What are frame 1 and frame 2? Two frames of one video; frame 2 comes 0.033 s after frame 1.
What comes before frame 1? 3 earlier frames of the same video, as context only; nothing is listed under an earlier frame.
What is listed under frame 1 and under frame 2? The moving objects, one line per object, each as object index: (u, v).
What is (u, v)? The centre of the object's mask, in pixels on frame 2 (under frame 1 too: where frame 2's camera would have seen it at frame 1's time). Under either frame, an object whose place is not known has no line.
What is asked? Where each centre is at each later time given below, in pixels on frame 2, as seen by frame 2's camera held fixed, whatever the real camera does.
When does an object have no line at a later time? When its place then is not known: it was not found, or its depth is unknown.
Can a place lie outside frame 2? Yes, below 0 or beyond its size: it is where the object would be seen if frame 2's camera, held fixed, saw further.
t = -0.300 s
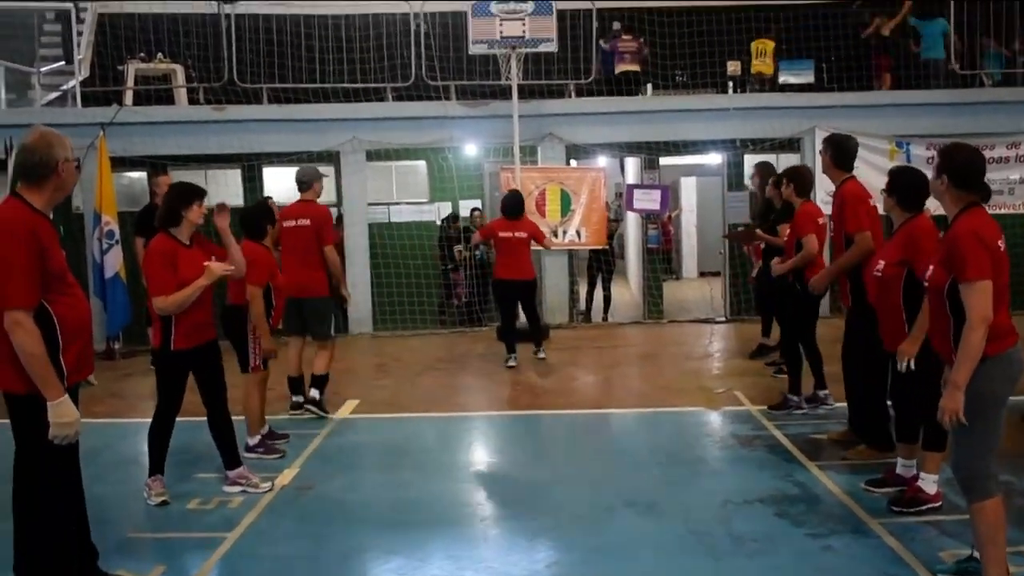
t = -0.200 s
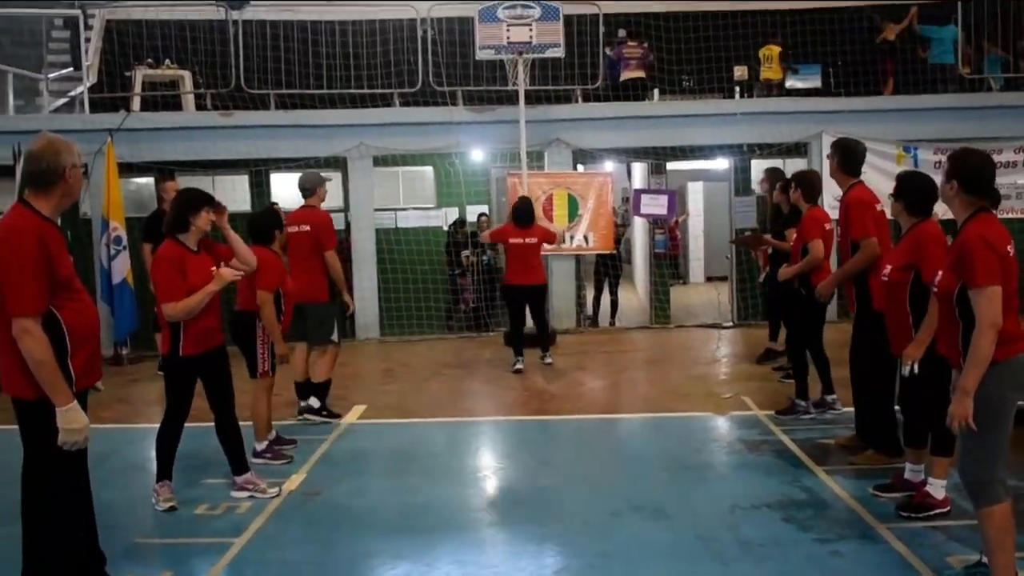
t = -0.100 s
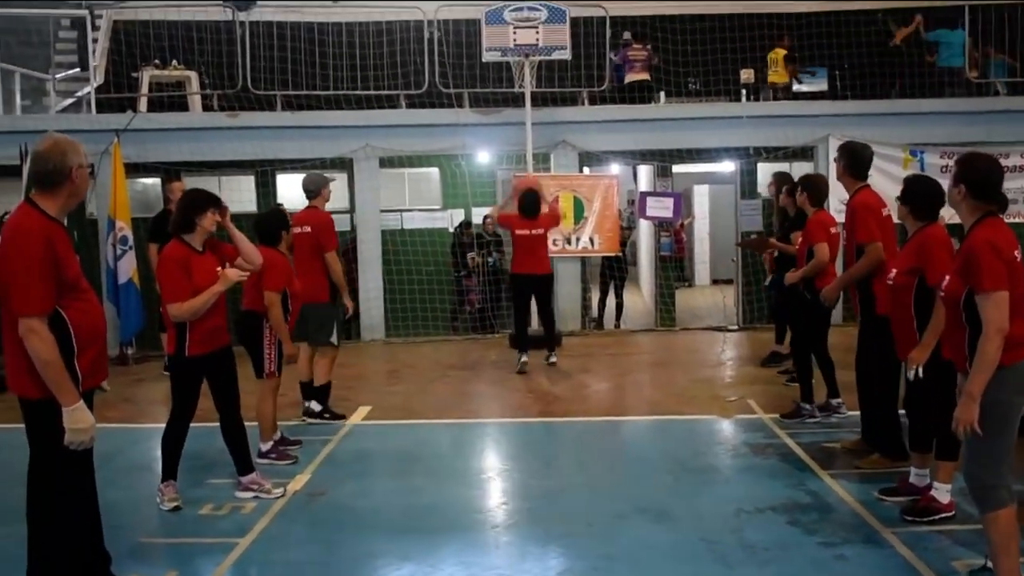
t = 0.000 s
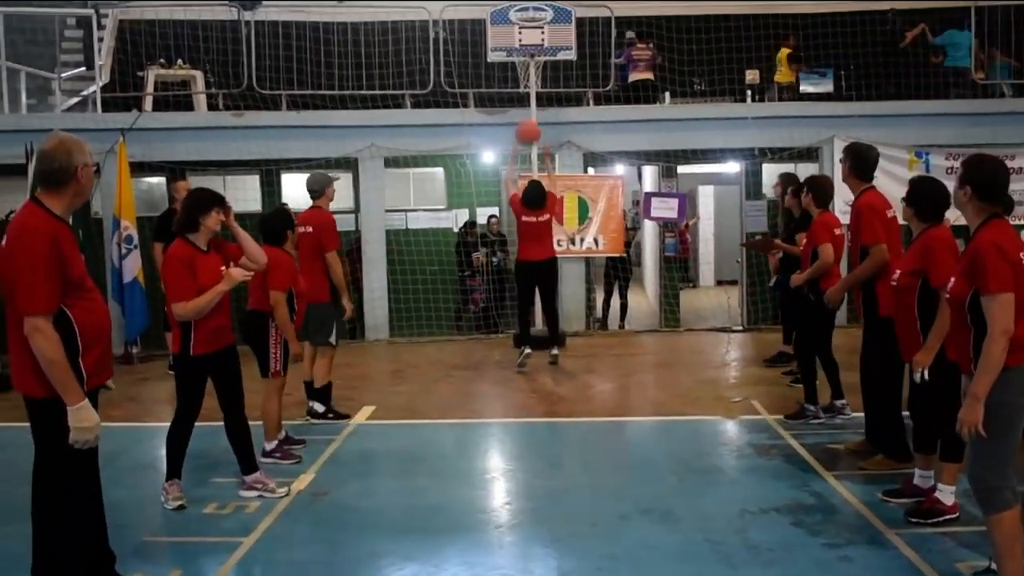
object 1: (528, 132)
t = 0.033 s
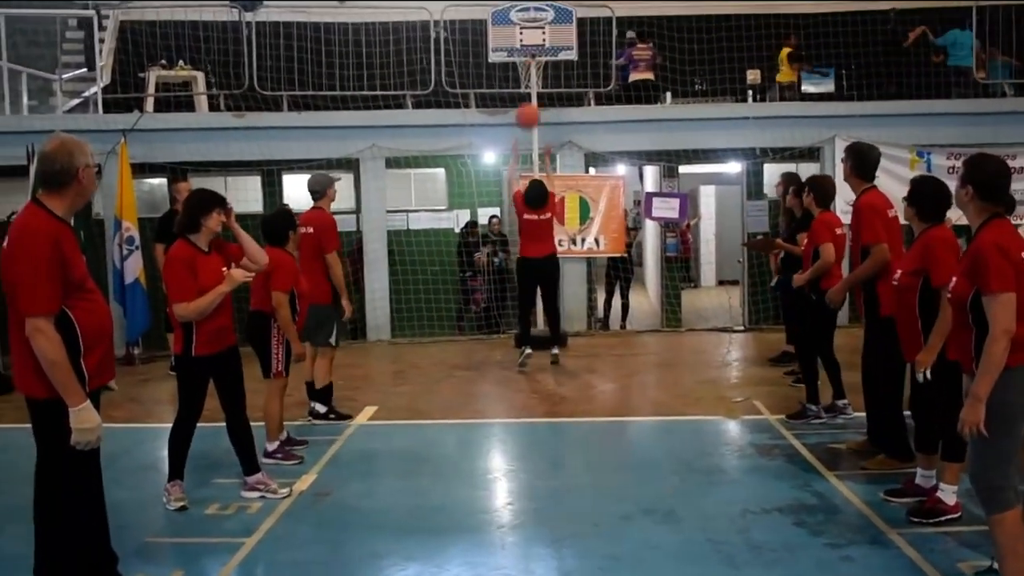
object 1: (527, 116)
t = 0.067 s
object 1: (526, 101)
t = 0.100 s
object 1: (525, 87)
